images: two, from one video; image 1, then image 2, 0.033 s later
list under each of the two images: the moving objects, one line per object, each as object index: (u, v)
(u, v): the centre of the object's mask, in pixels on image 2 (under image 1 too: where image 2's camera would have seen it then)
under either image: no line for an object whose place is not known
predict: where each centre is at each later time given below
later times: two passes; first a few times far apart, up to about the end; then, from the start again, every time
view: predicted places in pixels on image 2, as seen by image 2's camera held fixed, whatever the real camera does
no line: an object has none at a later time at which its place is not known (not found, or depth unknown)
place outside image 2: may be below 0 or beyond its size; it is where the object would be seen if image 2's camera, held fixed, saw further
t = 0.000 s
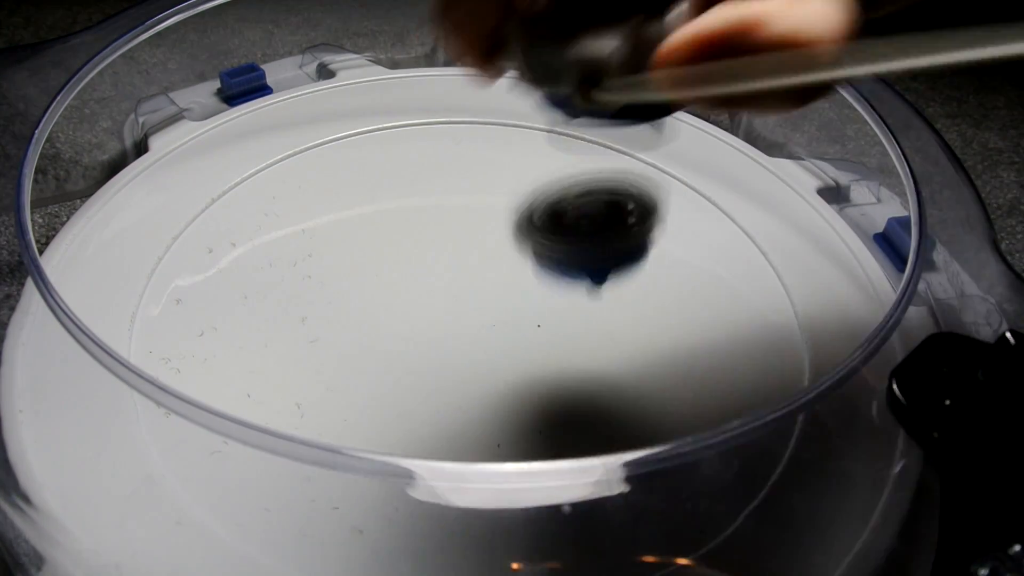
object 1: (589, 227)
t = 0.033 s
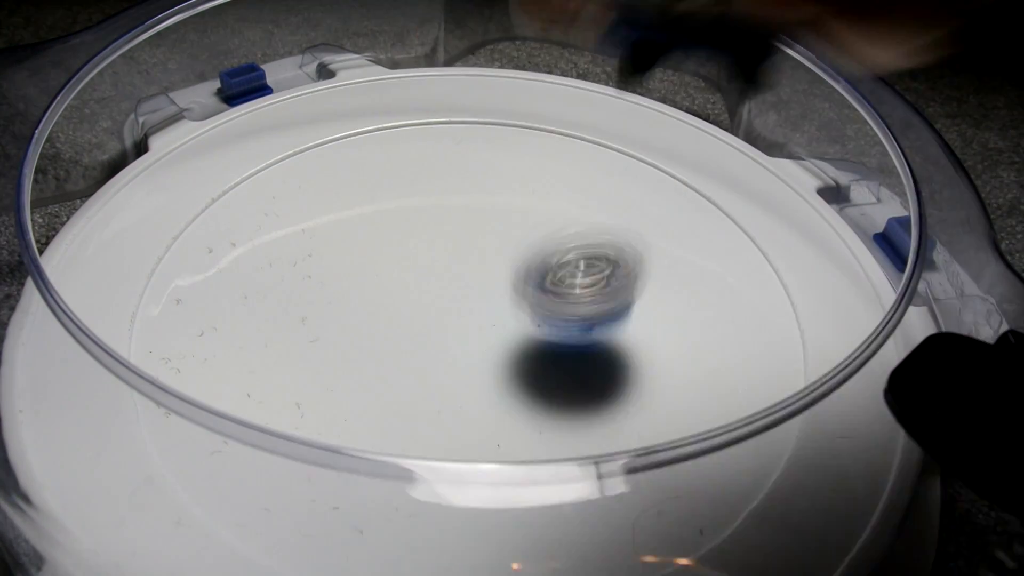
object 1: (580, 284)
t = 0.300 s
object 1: (501, 158)
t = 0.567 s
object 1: (455, 195)
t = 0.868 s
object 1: (442, 352)
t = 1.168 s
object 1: (403, 334)
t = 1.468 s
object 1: (367, 208)
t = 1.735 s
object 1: (423, 178)
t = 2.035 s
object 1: (465, 383)
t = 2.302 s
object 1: (324, 421)
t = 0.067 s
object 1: (570, 267)
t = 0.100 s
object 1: (563, 223)
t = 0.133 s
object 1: (552, 202)
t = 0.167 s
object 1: (540, 205)
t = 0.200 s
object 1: (529, 195)
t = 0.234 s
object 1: (519, 178)
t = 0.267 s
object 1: (508, 169)
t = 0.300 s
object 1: (501, 158)
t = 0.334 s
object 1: (493, 152)
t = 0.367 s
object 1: (485, 151)
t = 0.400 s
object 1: (478, 151)
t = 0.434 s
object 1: (472, 154)
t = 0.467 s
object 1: (467, 160)
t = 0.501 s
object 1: (462, 169)
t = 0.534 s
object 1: (458, 180)
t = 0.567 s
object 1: (455, 195)
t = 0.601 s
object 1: (453, 211)
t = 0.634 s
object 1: (451, 229)
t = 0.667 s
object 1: (449, 249)
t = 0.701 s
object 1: (447, 268)
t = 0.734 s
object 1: (446, 288)
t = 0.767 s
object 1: (445, 306)
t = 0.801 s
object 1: (444, 323)
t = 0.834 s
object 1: (444, 338)
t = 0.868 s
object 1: (442, 352)
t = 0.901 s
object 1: (439, 363)
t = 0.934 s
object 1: (436, 369)
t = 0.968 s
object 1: (432, 373)
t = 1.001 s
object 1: (428, 373)
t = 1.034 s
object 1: (424, 371)
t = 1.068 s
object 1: (419, 365)
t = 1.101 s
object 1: (413, 358)
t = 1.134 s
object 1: (408, 347)
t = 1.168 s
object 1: (403, 334)
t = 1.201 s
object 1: (397, 319)
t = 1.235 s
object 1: (392, 304)
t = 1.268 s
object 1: (388, 288)
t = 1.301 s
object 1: (382, 272)
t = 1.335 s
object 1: (378, 258)
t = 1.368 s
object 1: (375, 245)
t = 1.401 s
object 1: (372, 231)
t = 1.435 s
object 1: (370, 220)
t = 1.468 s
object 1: (367, 208)
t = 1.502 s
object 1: (366, 199)
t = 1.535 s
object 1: (367, 191)
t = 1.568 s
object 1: (369, 181)
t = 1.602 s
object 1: (373, 174)
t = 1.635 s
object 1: (382, 169)
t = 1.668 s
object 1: (394, 168)
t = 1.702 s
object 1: (409, 171)
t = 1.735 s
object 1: (423, 178)
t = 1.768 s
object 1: (440, 190)
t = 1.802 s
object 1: (455, 206)
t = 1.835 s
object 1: (467, 227)
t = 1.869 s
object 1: (475, 252)
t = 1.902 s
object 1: (481, 280)
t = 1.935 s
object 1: (482, 307)
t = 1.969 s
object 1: (480, 335)
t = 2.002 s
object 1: (474, 361)
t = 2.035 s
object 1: (465, 383)
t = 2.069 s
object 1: (452, 398)
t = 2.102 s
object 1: (439, 406)
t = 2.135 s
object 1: (422, 414)
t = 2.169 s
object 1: (395, 440)
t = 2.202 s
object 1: (374, 445)
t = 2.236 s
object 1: (354, 444)
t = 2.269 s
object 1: (338, 436)
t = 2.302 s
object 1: (324, 421)
